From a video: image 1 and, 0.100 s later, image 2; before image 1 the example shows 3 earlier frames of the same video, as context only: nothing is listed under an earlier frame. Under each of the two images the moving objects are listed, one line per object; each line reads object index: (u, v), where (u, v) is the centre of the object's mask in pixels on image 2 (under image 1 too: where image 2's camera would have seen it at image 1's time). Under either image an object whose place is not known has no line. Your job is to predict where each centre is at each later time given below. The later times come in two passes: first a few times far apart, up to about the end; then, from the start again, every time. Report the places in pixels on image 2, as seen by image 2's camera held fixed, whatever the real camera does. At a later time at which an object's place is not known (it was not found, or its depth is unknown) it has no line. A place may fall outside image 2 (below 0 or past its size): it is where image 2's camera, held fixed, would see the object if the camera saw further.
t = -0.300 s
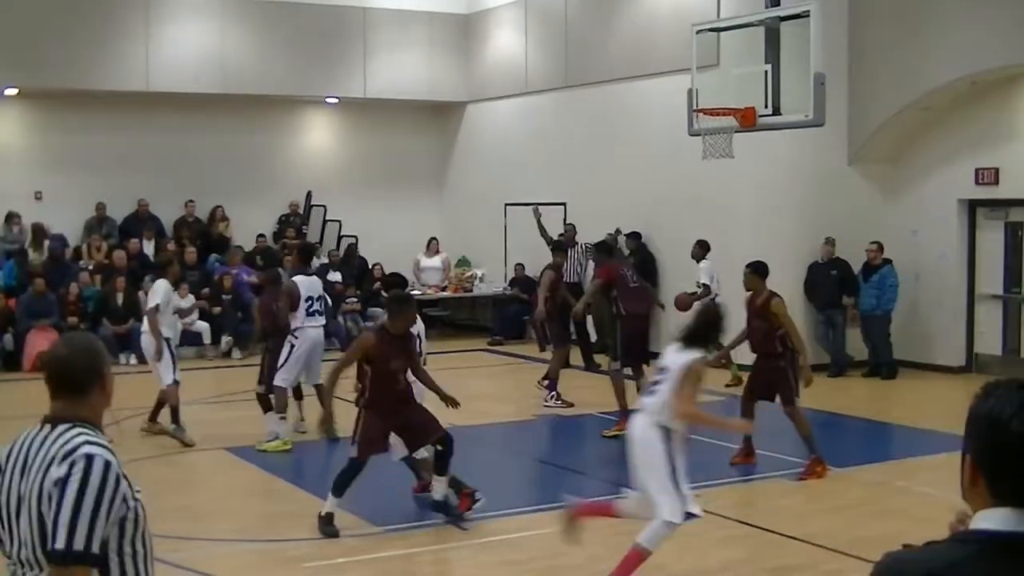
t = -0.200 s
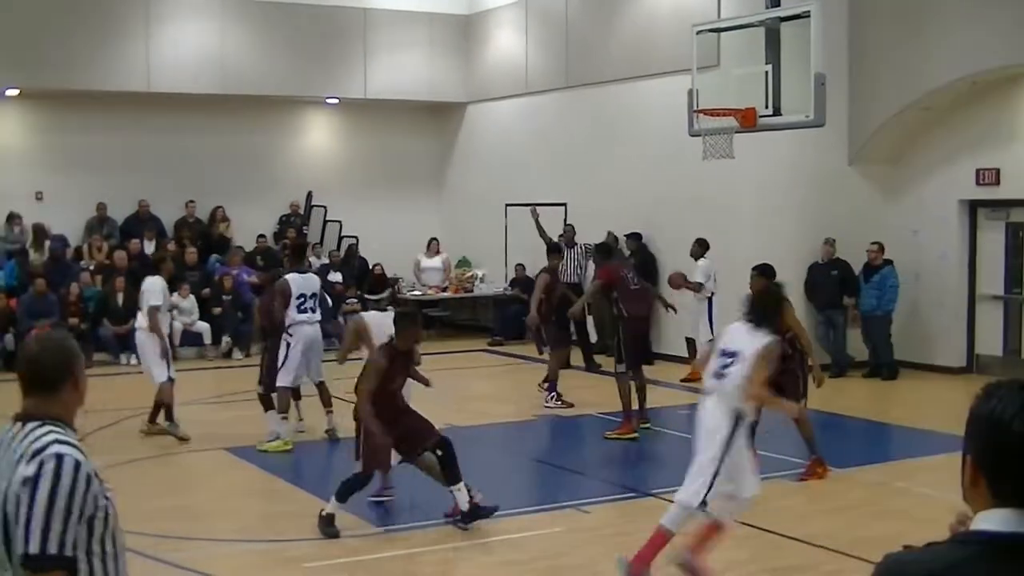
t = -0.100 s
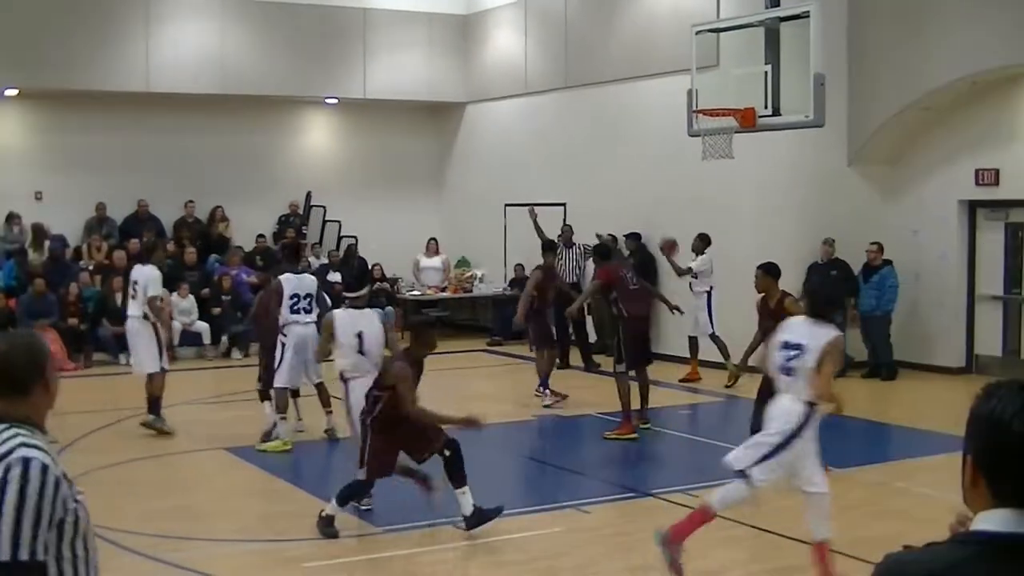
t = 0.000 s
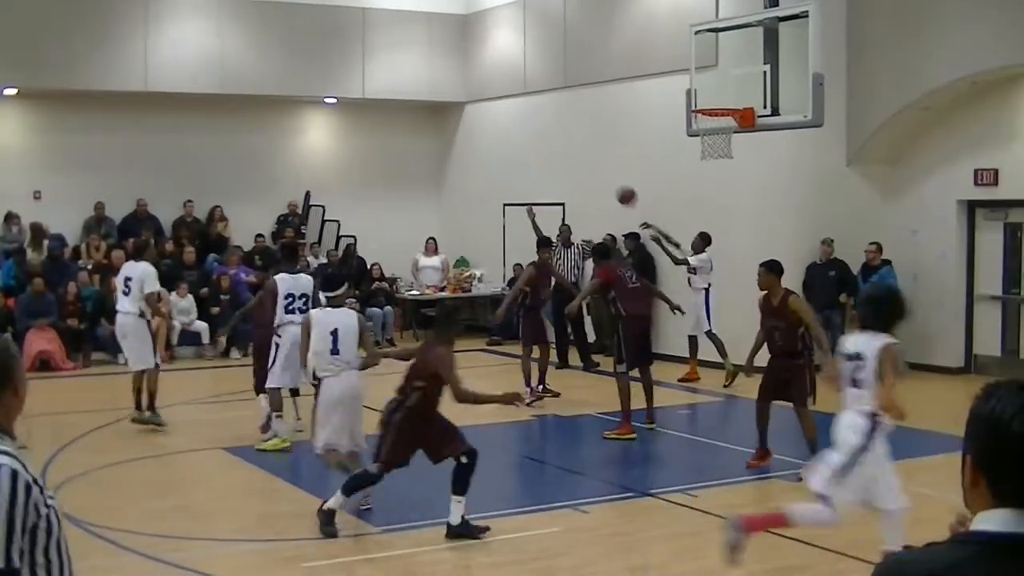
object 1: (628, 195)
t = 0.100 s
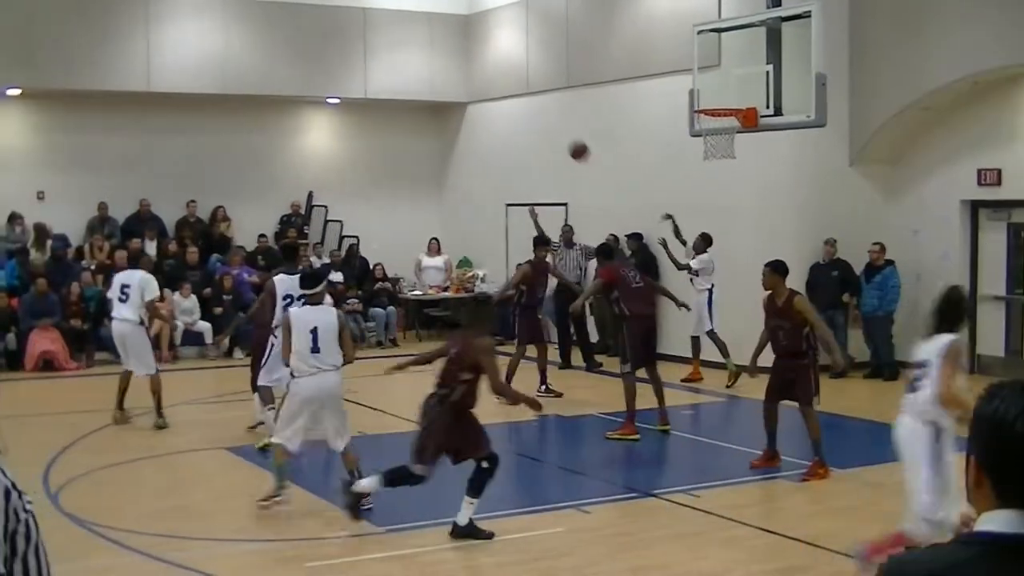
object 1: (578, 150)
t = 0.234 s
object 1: (511, 101)
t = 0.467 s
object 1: (392, 49)
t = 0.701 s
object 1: (269, 41)
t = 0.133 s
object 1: (561, 136)
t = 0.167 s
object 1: (545, 124)
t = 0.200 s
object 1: (528, 112)
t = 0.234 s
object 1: (511, 101)
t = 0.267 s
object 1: (494, 92)
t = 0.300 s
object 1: (477, 83)
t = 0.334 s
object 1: (459, 74)
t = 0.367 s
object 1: (443, 66)
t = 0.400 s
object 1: (426, 60)
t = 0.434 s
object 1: (408, 54)
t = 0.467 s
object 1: (392, 49)
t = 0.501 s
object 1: (374, 46)
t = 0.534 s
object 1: (357, 43)
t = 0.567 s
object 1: (340, 41)
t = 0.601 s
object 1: (322, 39)
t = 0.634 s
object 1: (304, 39)
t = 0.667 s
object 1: (287, 39)
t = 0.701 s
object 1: (269, 41)
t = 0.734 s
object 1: (252, 44)
